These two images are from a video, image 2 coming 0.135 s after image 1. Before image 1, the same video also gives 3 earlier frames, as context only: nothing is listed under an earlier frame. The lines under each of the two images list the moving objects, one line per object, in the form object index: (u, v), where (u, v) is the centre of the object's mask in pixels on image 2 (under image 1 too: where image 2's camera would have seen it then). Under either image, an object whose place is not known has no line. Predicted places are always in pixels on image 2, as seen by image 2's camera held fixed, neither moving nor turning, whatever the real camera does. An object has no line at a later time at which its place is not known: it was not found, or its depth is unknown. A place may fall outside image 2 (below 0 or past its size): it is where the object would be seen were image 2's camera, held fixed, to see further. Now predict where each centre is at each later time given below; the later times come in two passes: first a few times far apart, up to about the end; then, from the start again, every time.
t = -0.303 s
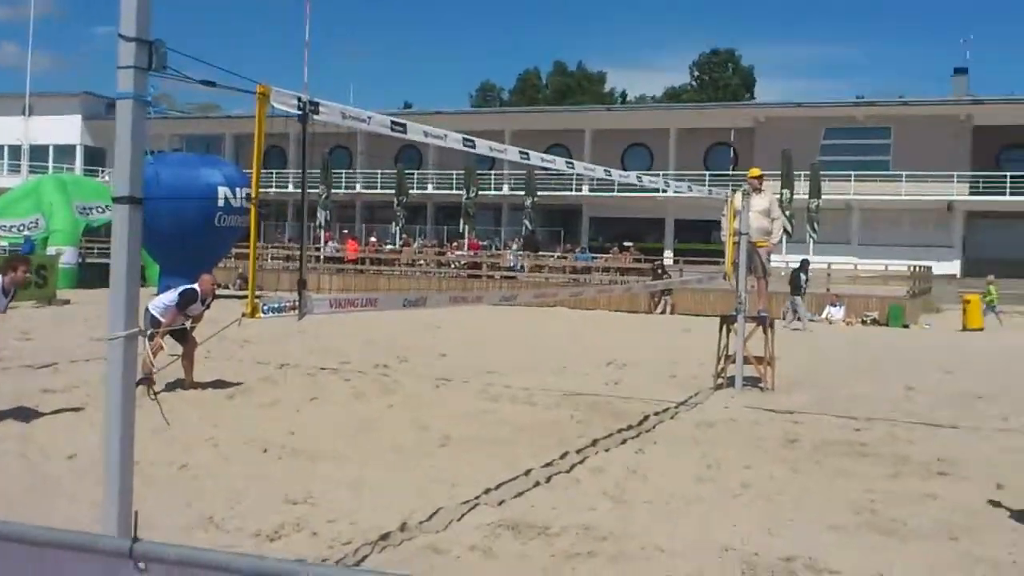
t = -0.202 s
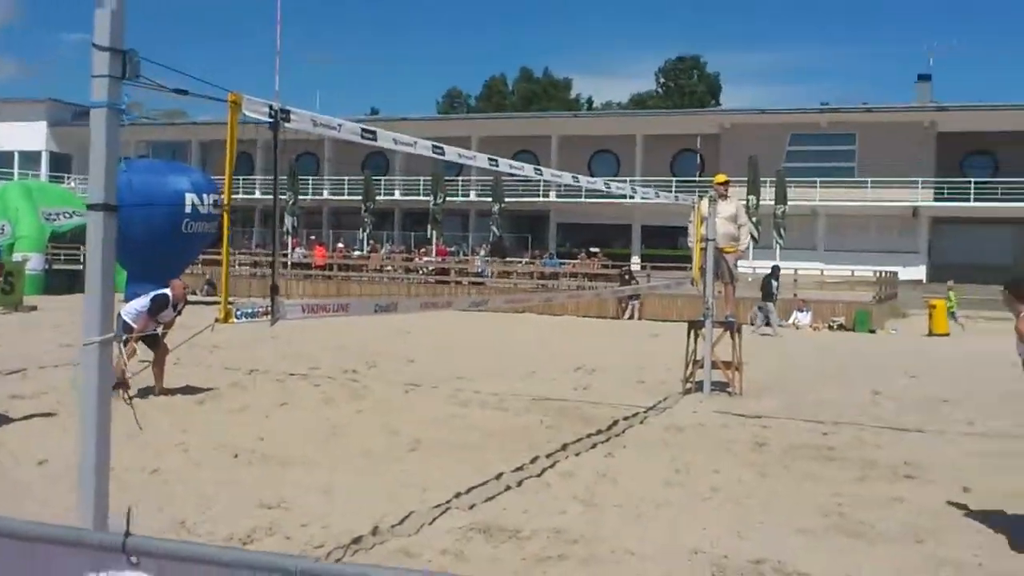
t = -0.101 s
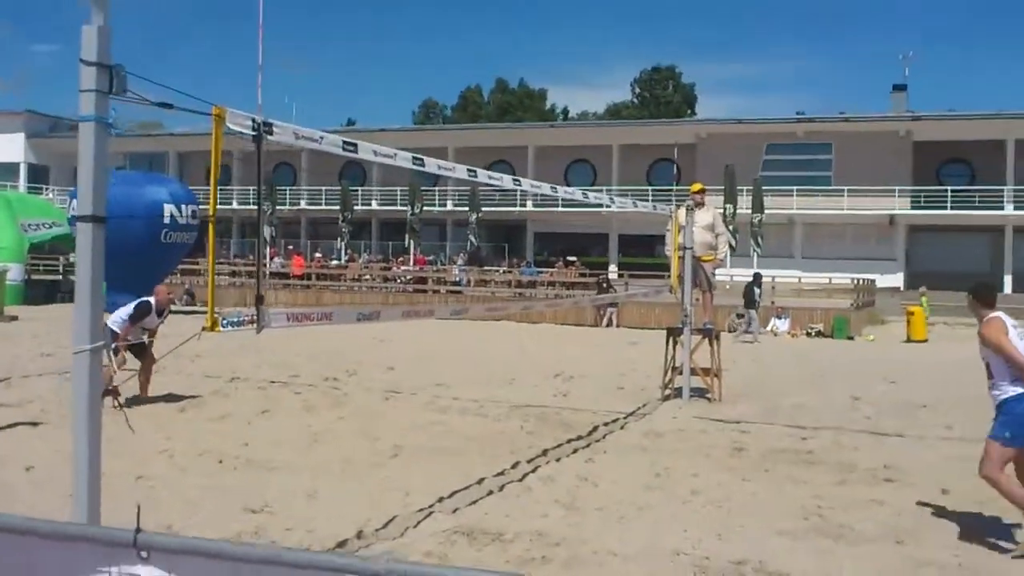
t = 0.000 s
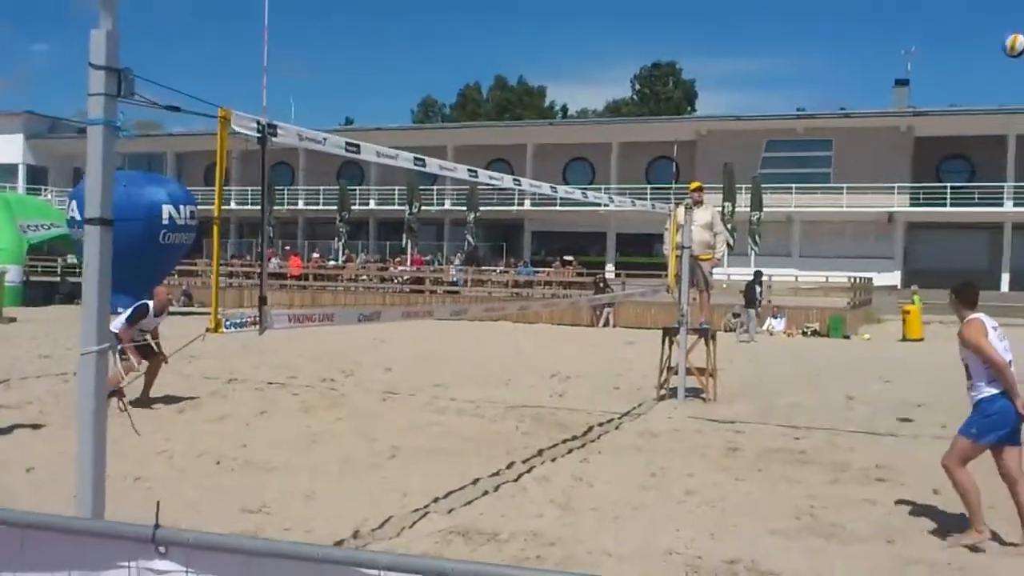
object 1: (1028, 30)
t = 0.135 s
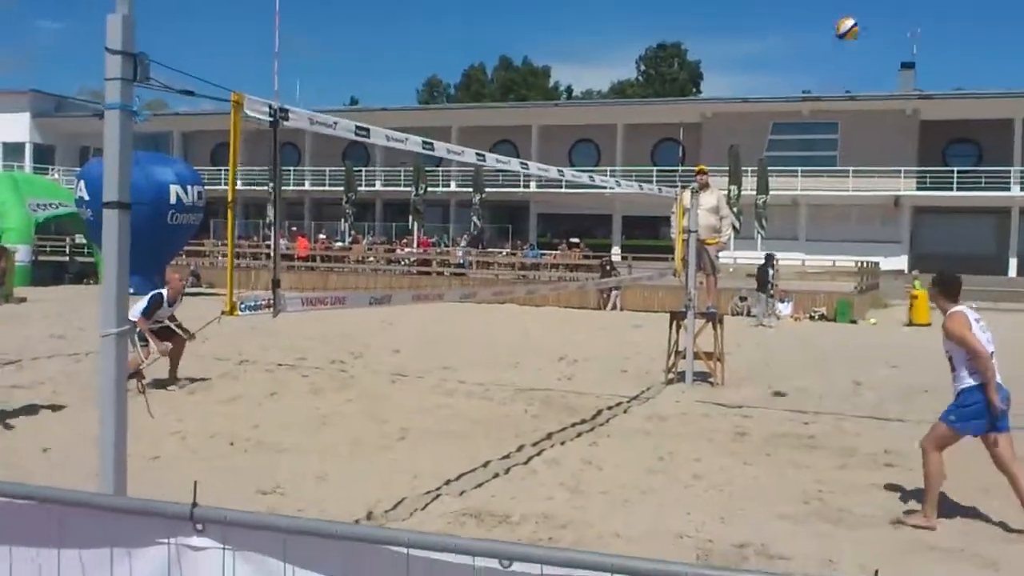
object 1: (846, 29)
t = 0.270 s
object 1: (689, 48)
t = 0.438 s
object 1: (530, 103)
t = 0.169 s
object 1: (804, 32)
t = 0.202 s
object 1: (765, 34)
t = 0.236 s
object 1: (731, 39)
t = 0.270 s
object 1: (689, 48)
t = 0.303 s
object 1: (652, 58)
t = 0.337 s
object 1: (622, 69)
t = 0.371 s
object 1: (592, 79)
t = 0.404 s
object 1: (560, 92)
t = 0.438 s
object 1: (530, 103)
